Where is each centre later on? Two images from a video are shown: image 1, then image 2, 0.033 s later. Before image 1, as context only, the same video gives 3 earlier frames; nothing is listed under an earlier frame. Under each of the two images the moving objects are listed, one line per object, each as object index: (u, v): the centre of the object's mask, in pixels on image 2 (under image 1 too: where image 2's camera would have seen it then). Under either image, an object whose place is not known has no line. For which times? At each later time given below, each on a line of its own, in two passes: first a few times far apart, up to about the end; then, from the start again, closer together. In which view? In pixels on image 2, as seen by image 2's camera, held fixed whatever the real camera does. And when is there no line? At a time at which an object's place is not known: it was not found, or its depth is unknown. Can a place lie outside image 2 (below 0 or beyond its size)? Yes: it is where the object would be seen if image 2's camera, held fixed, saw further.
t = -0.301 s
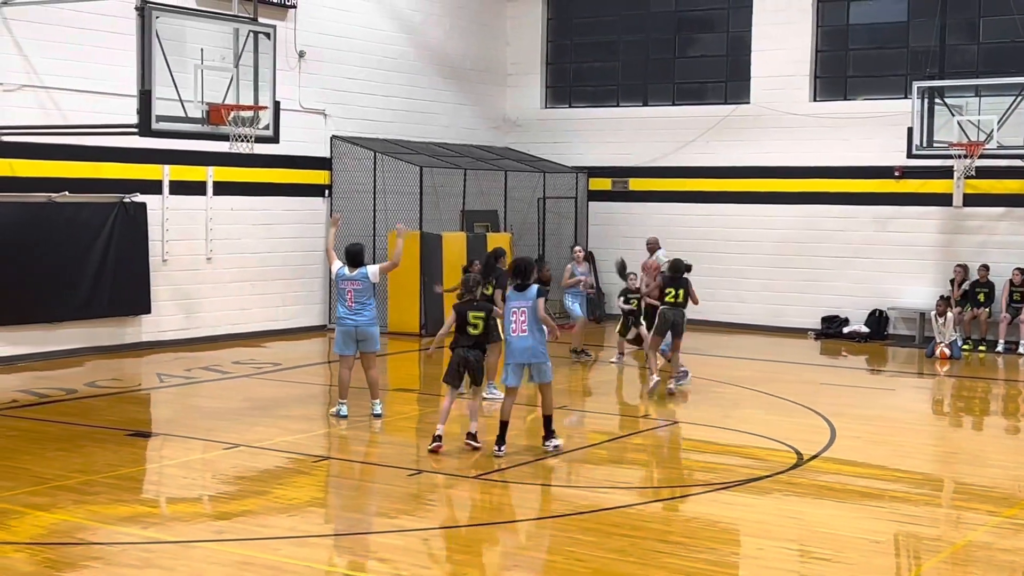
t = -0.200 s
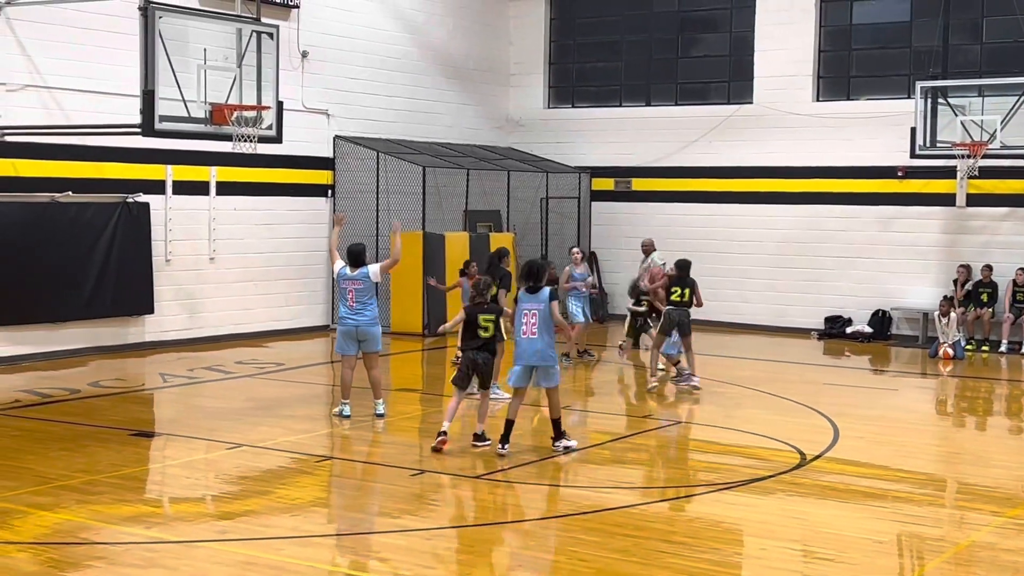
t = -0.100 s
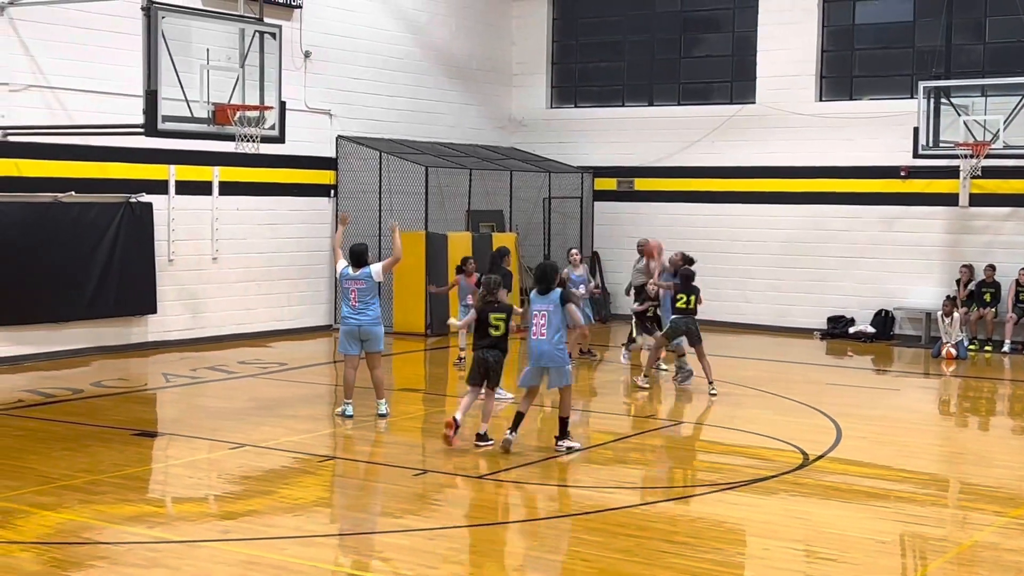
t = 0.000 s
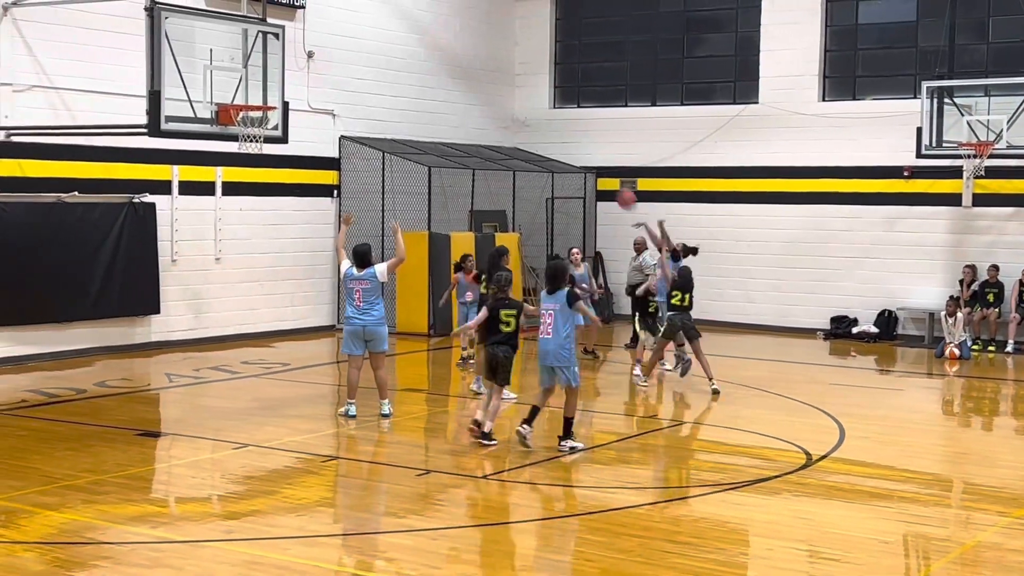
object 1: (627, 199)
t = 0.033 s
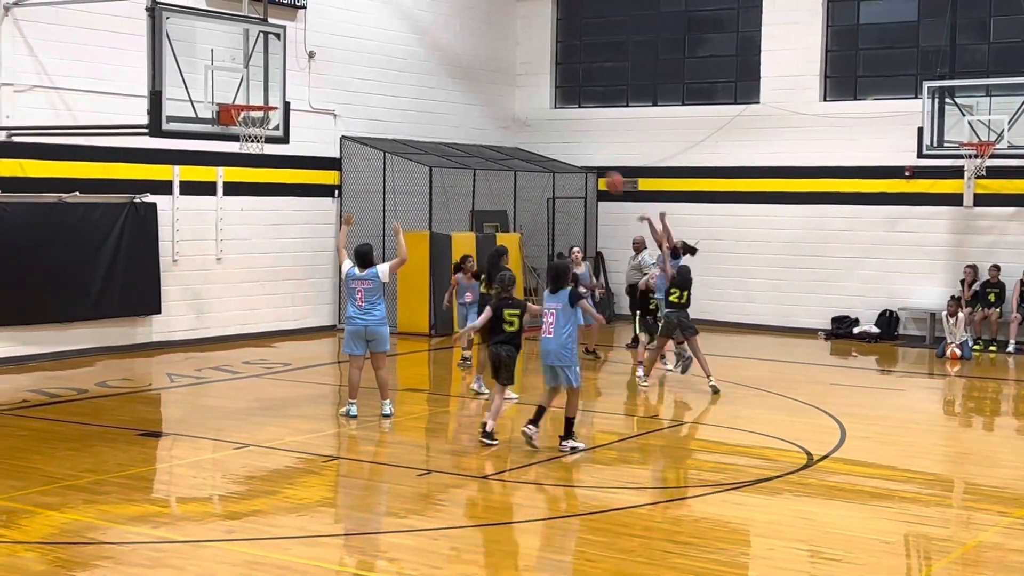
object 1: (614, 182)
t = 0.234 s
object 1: (537, 102)
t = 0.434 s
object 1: (458, 52)
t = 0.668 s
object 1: (361, 36)
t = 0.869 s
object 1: (274, 62)
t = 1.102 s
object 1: (259, 118)
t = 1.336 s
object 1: (263, 147)
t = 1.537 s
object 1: (266, 203)
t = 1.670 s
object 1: (267, 261)
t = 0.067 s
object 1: (603, 167)
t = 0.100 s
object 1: (589, 152)
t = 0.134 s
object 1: (576, 138)
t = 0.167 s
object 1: (563, 126)
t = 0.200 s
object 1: (550, 113)
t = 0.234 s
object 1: (537, 102)
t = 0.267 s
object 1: (524, 91)
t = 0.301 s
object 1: (511, 81)
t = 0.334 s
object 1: (498, 73)
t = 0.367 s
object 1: (485, 65)
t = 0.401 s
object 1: (471, 58)
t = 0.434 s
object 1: (458, 52)
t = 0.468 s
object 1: (444, 47)
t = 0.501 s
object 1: (430, 42)
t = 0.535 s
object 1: (416, 39)
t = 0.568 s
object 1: (403, 37)
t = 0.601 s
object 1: (389, 35)
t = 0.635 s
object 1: (375, 35)
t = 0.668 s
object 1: (361, 36)
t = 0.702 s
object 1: (347, 38)
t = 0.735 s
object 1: (333, 40)
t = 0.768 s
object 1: (319, 44)
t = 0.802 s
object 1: (305, 49)
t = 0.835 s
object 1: (289, 55)
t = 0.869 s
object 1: (274, 62)
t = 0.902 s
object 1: (261, 69)
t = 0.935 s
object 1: (260, 75)
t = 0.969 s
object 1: (260, 81)
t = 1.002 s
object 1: (260, 89)
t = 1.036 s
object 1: (260, 97)
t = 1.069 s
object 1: (259, 101)
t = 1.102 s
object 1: (259, 118)
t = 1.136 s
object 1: (259, 126)
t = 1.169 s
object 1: (261, 128)
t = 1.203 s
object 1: (262, 131)
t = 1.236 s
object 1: (261, 133)
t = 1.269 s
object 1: (263, 138)
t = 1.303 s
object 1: (263, 141)
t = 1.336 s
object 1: (263, 147)
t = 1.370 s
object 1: (264, 154)
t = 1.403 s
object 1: (264, 161)
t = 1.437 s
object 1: (264, 169)
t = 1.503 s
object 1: (265, 191)
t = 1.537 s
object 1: (266, 203)
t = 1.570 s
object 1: (266, 216)
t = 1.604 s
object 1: (266, 230)
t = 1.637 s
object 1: (266, 245)
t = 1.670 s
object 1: (267, 261)
